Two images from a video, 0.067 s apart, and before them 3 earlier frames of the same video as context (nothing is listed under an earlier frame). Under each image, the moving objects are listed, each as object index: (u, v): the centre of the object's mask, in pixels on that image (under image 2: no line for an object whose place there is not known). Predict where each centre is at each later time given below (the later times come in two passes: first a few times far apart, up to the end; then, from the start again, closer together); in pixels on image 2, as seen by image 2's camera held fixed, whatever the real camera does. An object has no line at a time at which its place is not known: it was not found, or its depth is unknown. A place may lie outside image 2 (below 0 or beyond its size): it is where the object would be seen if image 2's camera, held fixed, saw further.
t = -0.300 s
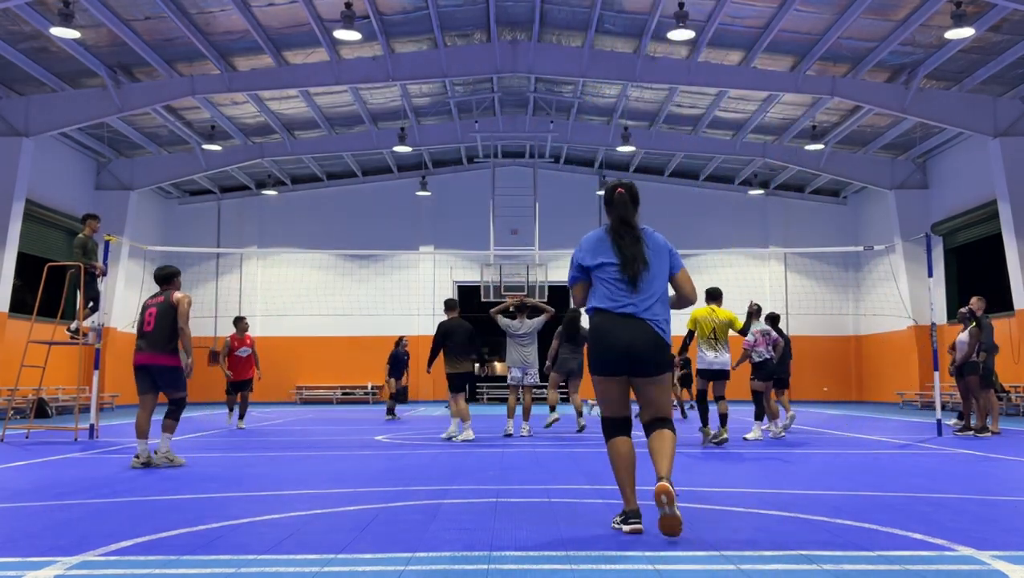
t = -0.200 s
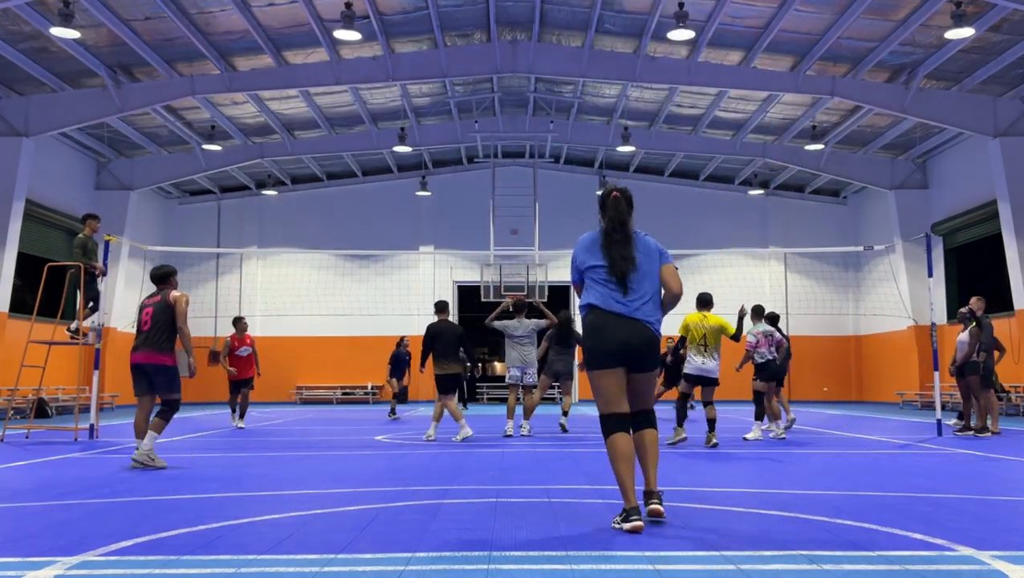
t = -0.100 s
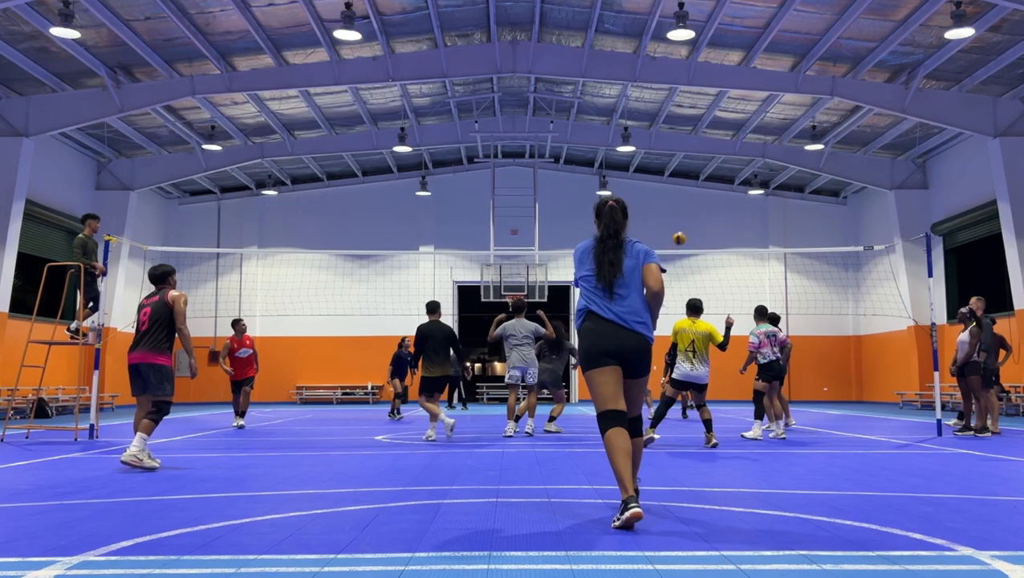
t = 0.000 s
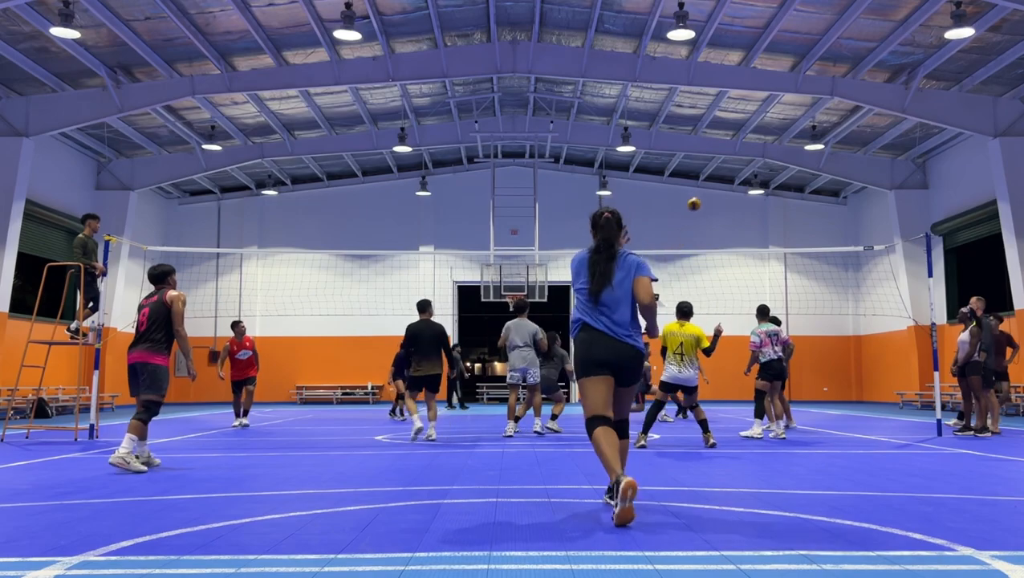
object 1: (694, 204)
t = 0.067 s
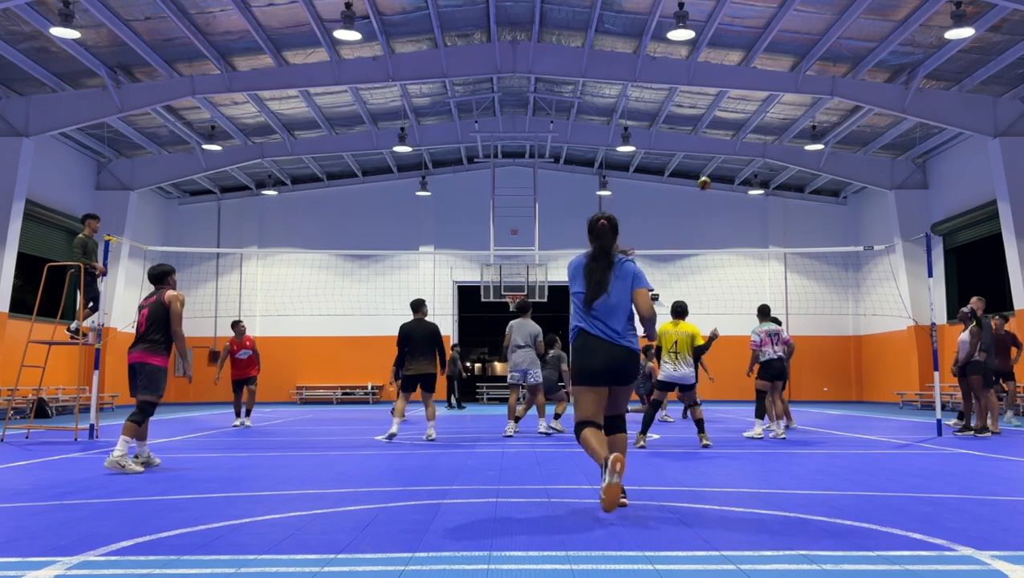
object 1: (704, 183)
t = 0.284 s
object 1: (739, 133)
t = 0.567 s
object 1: (790, 105)
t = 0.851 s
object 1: (850, 129)
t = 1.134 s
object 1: (920, 215)
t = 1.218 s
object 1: (943, 255)
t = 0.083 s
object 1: (706, 178)
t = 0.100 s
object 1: (709, 174)
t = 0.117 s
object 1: (712, 168)
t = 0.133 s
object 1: (714, 164)
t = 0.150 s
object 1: (717, 160)
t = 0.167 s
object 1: (719, 156)
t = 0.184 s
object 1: (722, 153)
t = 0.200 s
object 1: (725, 149)
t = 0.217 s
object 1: (728, 145)
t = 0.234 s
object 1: (731, 142)
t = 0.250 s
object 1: (734, 139)
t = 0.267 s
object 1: (737, 136)
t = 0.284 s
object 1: (739, 133)
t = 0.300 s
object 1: (742, 130)
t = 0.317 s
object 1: (745, 127)
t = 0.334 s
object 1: (748, 124)
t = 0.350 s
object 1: (751, 122)
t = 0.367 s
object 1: (754, 120)
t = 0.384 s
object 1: (756, 118)
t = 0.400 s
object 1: (760, 115)
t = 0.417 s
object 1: (763, 114)
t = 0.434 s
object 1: (765, 112)
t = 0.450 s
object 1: (769, 110)
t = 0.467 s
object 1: (772, 110)
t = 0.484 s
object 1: (775, 108)
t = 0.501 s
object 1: (778, 107)
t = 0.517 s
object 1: (781, 106)
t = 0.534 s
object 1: (784, 106)
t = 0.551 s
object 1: (787, 106)
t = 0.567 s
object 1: (790, 105)
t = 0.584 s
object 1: (794, 105)
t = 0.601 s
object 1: (797, 106)
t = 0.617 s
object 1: (800, 106)
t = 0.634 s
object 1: (804, 106)
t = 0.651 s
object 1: (807, 107)
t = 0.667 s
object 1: (810, 108)
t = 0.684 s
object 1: (814, 109)
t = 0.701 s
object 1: (817, 109)
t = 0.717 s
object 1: (820, 111)
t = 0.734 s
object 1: (824, 112)
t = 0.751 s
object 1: (828, 114)
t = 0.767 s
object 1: (831, 116)
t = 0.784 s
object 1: (835, 118)
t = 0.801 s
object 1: (839, 120)
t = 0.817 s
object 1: (842, 123)
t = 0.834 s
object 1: (846, 126)
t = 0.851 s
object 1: (850, 129)
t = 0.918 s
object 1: (865, 143)
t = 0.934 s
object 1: (869, 147)
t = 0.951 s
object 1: (873, 152)
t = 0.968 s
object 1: (877, 157)
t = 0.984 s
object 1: (882, 161)
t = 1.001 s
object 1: (885, 166)
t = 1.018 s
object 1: (889, 171)
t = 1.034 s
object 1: (893, 176)
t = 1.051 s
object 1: (898, 183)
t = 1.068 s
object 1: (902, 189)
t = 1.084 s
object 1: (906, 195)
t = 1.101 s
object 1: (911, 201)
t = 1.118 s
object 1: (915, 208)
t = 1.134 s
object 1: (920, 215)
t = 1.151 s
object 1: (925, 223)
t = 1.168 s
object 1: (929, 230)
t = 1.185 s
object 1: (933, 238)
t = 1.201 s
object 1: (938, 246)
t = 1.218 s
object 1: (943, 255)
